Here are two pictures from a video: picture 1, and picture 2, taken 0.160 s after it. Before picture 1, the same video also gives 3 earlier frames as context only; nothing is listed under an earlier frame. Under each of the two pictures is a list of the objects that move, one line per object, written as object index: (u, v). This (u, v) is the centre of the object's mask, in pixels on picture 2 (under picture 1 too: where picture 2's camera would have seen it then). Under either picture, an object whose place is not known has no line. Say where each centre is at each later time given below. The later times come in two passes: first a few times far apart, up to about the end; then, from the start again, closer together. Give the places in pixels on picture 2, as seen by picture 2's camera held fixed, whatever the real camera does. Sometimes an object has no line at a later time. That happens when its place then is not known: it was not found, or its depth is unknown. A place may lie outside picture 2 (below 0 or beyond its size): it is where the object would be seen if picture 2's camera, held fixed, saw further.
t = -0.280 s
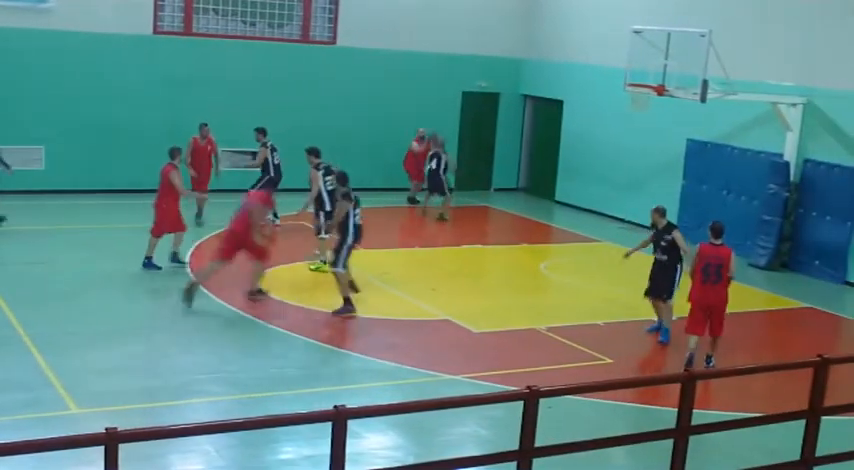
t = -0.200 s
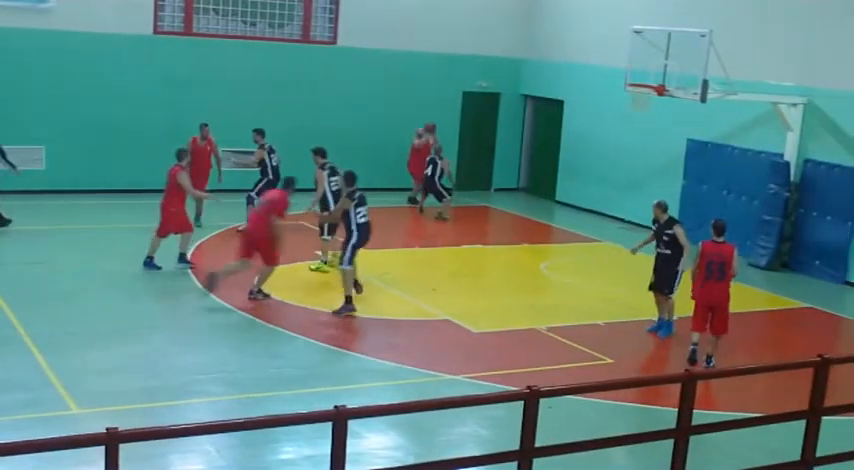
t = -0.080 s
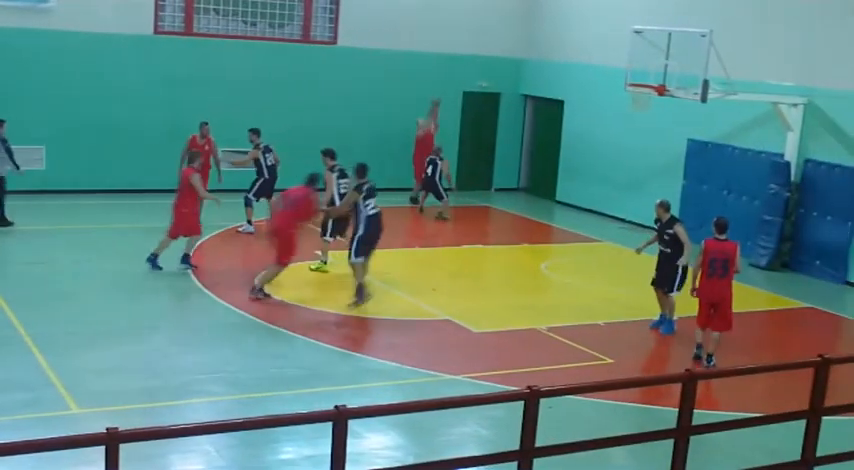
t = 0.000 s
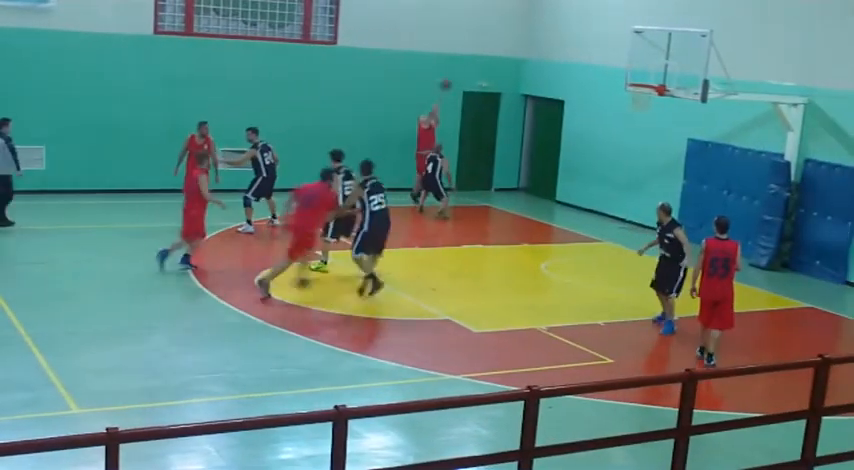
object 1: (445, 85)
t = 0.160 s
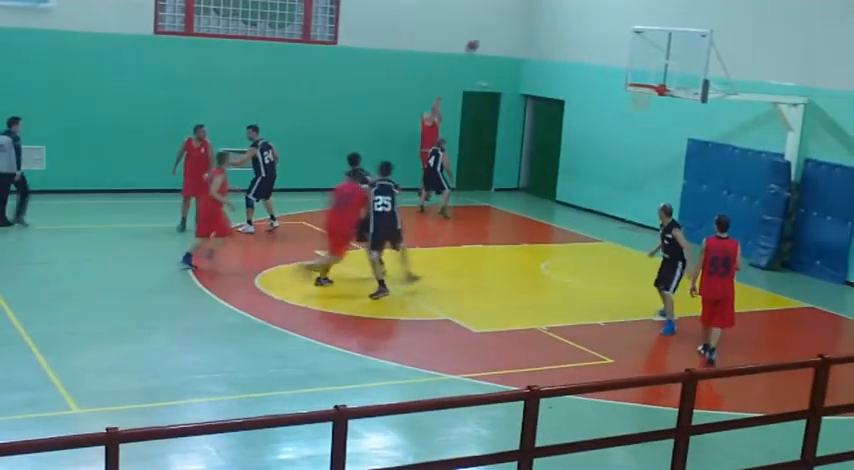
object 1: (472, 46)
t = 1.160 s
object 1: (640, 93)
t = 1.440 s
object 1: (655, 122)
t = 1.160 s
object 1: (640, 93)
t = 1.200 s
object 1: (646, 98)
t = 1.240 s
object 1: (648, 101)
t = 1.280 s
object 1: (650, 103)
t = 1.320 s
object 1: (652, 106)
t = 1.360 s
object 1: (653, 111)
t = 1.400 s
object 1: (654, 116)
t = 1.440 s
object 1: (655, 122)
